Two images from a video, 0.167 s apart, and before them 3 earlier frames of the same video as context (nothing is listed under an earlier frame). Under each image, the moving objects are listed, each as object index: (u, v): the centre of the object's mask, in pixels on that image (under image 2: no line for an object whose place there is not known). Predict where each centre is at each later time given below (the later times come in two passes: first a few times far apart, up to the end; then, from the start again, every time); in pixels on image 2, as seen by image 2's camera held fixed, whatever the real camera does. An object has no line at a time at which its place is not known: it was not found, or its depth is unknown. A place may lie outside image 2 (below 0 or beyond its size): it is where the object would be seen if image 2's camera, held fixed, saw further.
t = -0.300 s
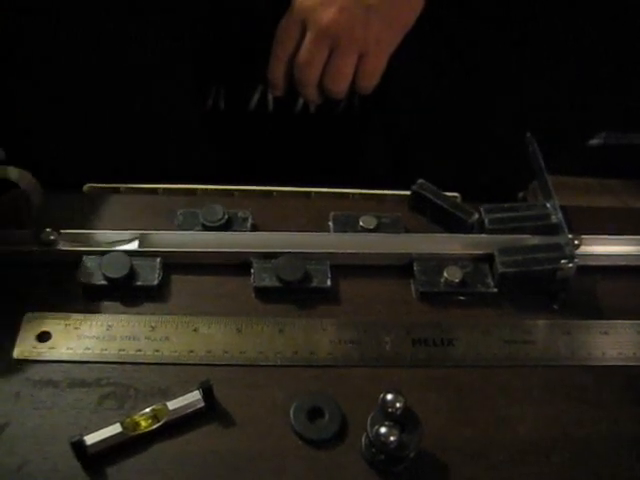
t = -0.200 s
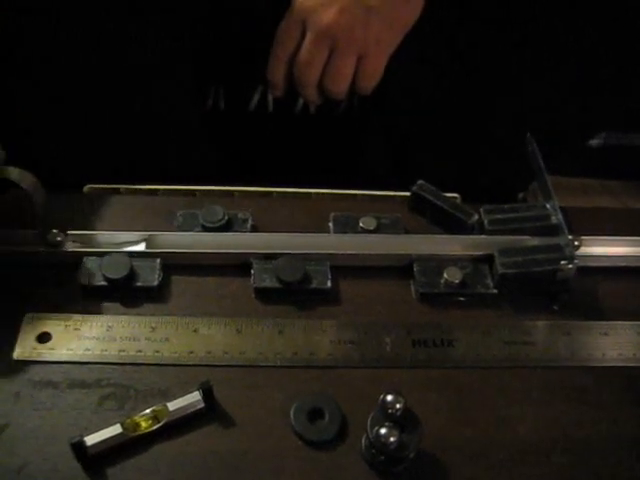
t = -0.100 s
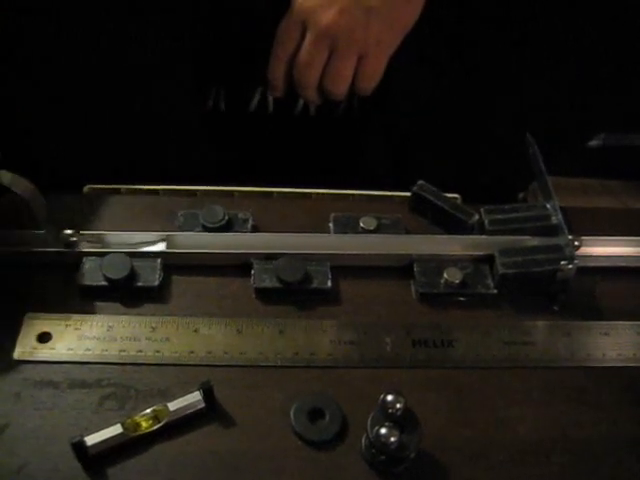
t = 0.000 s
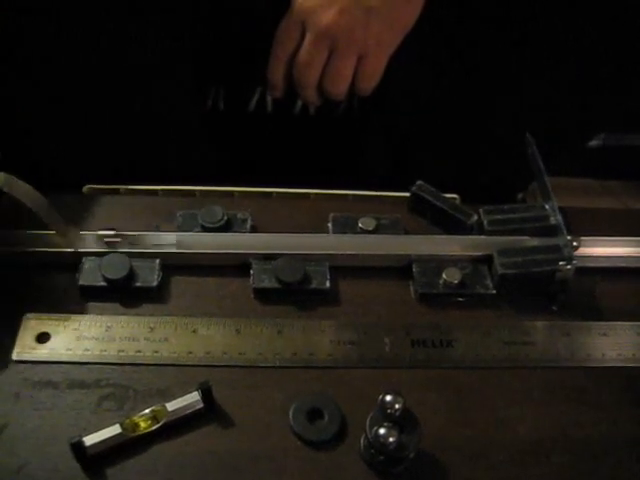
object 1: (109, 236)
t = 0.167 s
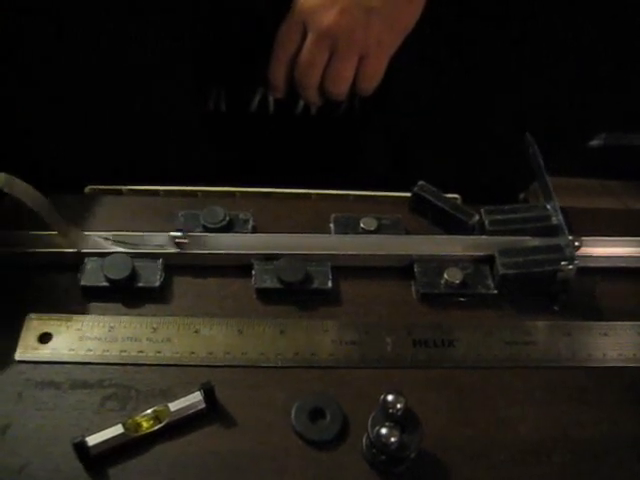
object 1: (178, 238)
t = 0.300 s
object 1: (233, 239)
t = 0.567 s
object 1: (304, 241)
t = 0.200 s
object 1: (191, 238)
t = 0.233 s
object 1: (206, 239)
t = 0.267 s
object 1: (218, 239)
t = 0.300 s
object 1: (233, 239)
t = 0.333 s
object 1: (246, 239)
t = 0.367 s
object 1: (259, 240)
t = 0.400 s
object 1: (269, 240)
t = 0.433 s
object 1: (277, 240)
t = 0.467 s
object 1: (284, 241)
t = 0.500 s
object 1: (291, 241)
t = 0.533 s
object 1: (298, 241)
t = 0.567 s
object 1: (304, 241)
